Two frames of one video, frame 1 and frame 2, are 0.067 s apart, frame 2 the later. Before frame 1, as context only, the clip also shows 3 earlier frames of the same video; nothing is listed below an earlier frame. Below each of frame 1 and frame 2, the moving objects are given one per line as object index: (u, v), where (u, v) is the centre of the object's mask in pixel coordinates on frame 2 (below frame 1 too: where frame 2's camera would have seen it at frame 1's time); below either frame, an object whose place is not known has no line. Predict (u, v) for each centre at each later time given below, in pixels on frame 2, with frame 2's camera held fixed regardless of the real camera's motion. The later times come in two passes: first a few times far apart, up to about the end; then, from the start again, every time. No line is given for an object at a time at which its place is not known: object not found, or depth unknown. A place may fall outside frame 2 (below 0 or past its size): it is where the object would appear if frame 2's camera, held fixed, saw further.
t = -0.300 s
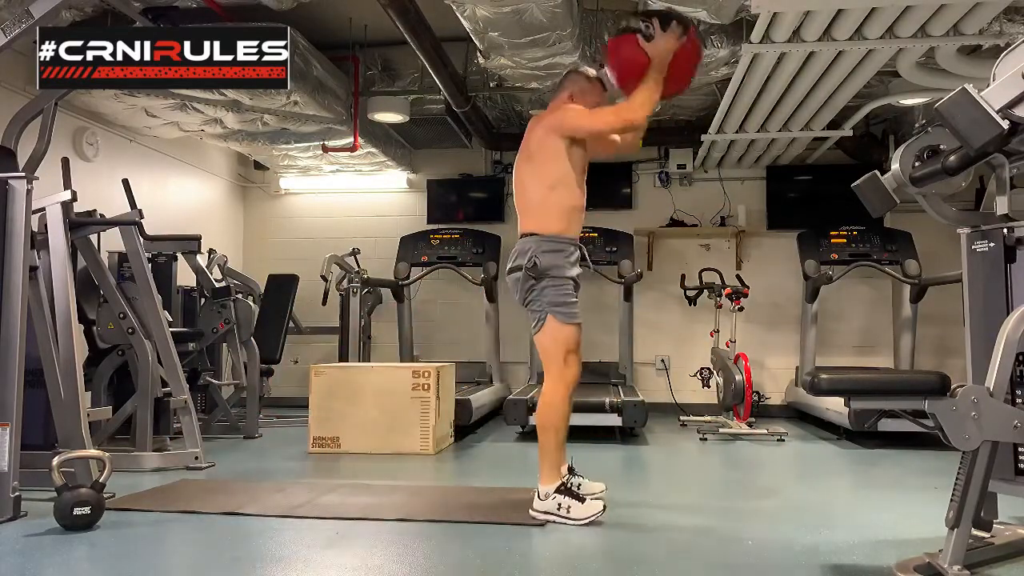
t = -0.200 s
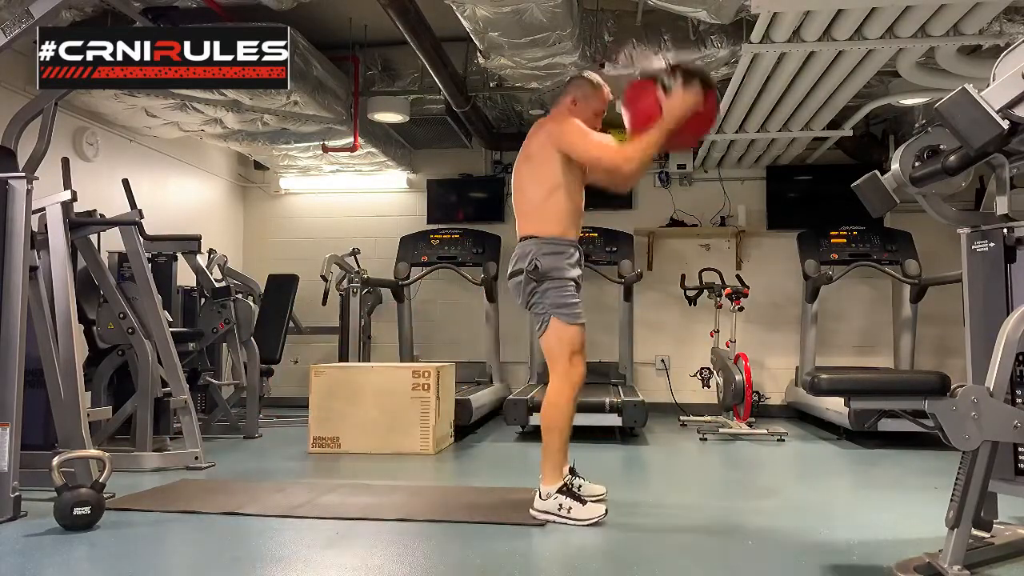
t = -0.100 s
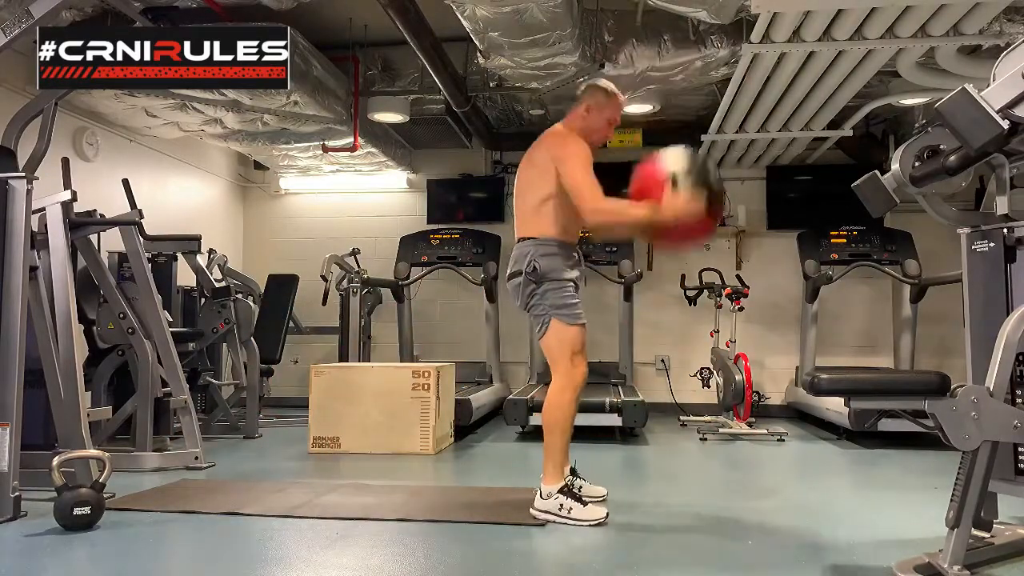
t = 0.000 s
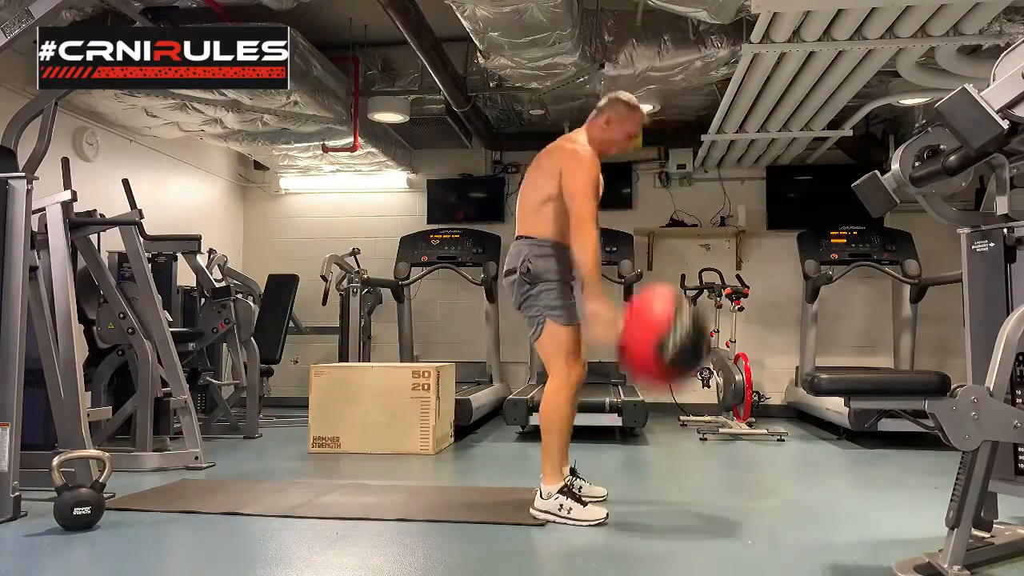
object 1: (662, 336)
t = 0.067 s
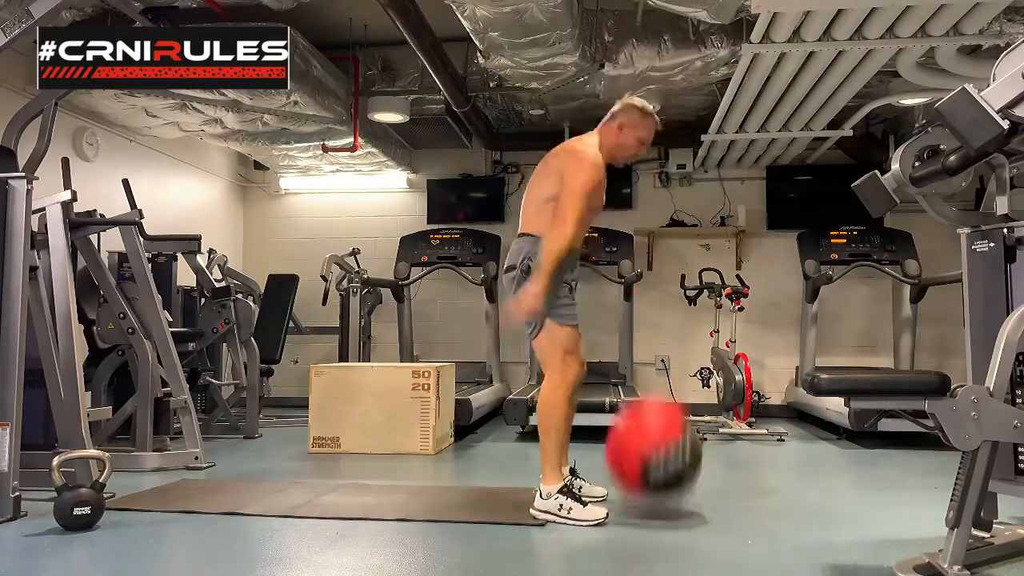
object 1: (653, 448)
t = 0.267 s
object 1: (655, 425)
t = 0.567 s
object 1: (663, 475)
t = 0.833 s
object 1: (670, 474)
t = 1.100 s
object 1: (671, 475)
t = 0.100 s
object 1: (652, 478)
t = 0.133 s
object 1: (653, 464)
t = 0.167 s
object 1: (653, 450)
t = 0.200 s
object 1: (654, 439)
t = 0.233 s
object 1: (654, 430)
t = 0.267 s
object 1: (655, 425)
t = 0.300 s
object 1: (656, 422)
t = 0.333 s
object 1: (656, 422)
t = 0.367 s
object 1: (657, 425)
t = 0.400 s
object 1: (658, 431)
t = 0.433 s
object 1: (659, 440)
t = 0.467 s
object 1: (660, 452)
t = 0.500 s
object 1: (661, 467)
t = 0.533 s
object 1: (662, 479)
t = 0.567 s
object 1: (663, 475)
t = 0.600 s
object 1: (663, 469)
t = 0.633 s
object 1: (664, 466)
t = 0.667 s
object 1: (665, 466)
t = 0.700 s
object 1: (666, 468)
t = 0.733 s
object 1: (667, 474)
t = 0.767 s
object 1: (669, 477)
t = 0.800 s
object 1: (669, 476)
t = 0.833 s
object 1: (670, 474)
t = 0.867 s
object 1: (670, 474)
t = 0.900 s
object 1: (671, 475)
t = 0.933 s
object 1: (672, 475)
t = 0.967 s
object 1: (672, 475)
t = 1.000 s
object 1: (672, 475)
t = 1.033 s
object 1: (672, 475)
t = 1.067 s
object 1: (671, 475)
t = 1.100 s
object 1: (671, 475)
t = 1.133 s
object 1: (671, 475)
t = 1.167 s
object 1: (671, 475)
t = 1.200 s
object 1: (671, 475)
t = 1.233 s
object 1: (671, 475)
